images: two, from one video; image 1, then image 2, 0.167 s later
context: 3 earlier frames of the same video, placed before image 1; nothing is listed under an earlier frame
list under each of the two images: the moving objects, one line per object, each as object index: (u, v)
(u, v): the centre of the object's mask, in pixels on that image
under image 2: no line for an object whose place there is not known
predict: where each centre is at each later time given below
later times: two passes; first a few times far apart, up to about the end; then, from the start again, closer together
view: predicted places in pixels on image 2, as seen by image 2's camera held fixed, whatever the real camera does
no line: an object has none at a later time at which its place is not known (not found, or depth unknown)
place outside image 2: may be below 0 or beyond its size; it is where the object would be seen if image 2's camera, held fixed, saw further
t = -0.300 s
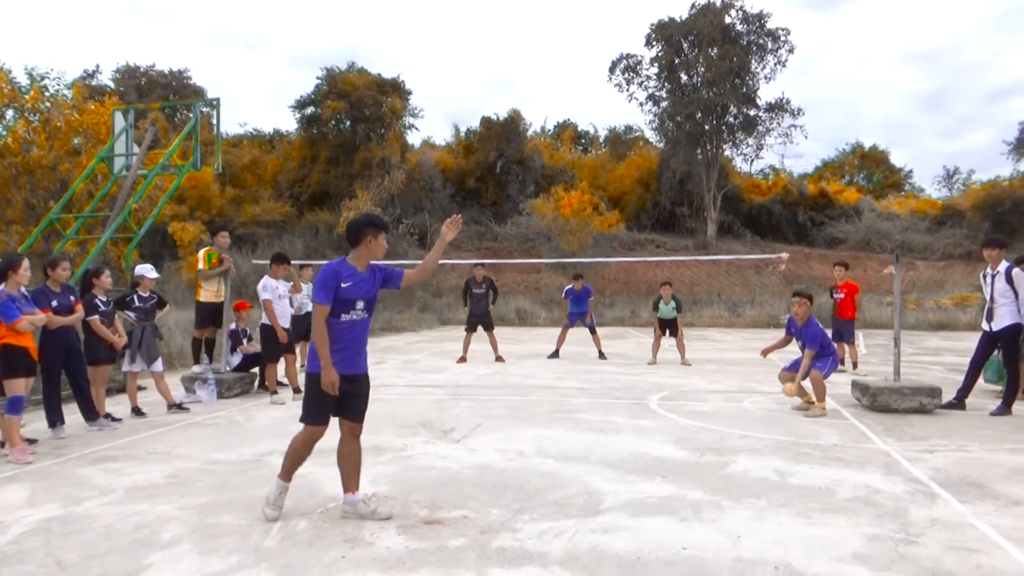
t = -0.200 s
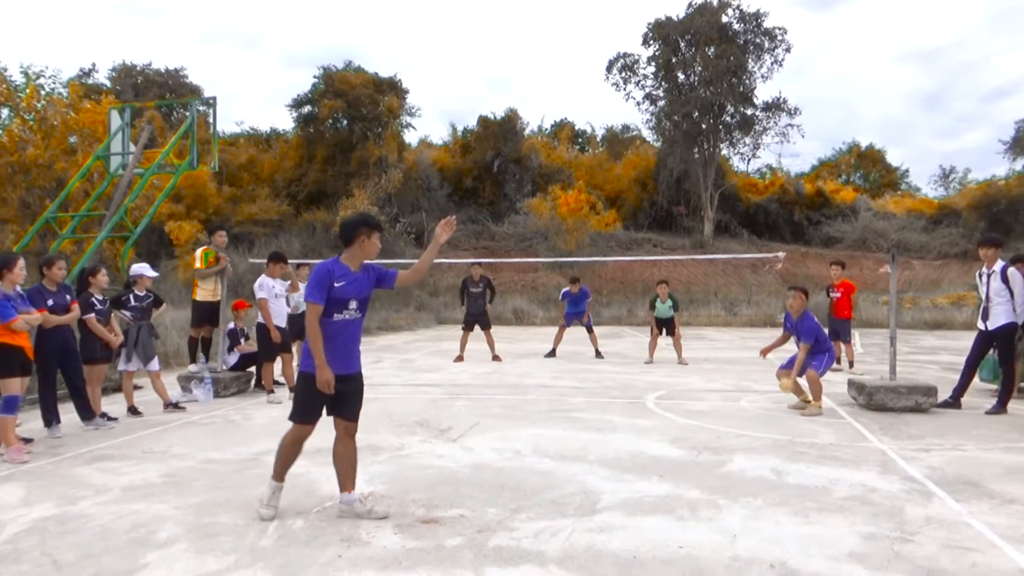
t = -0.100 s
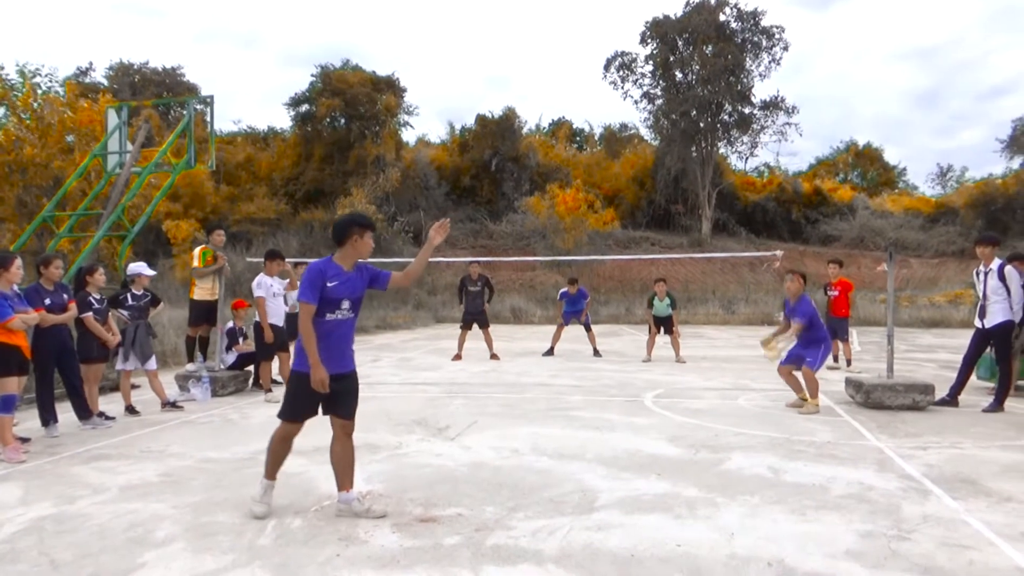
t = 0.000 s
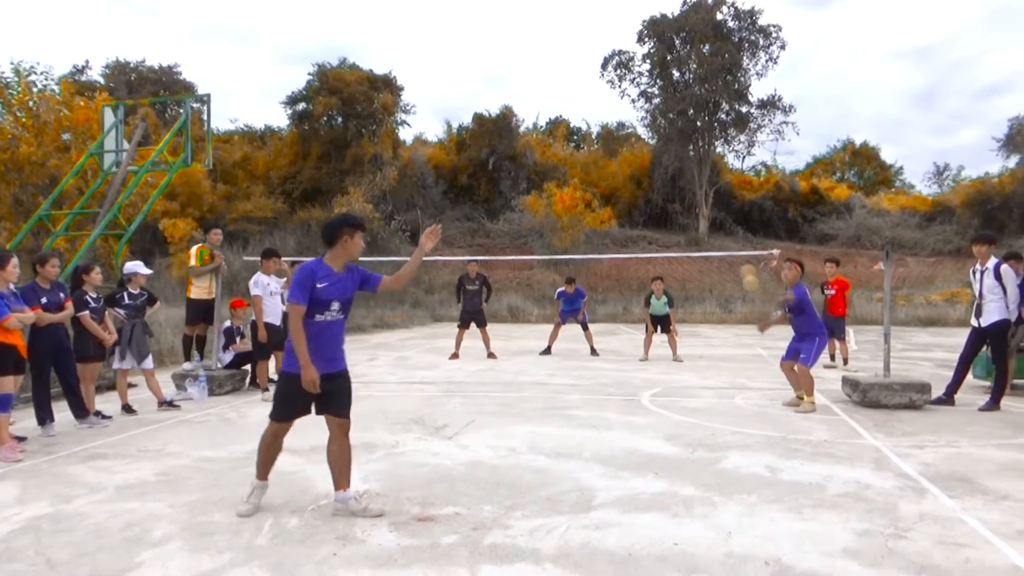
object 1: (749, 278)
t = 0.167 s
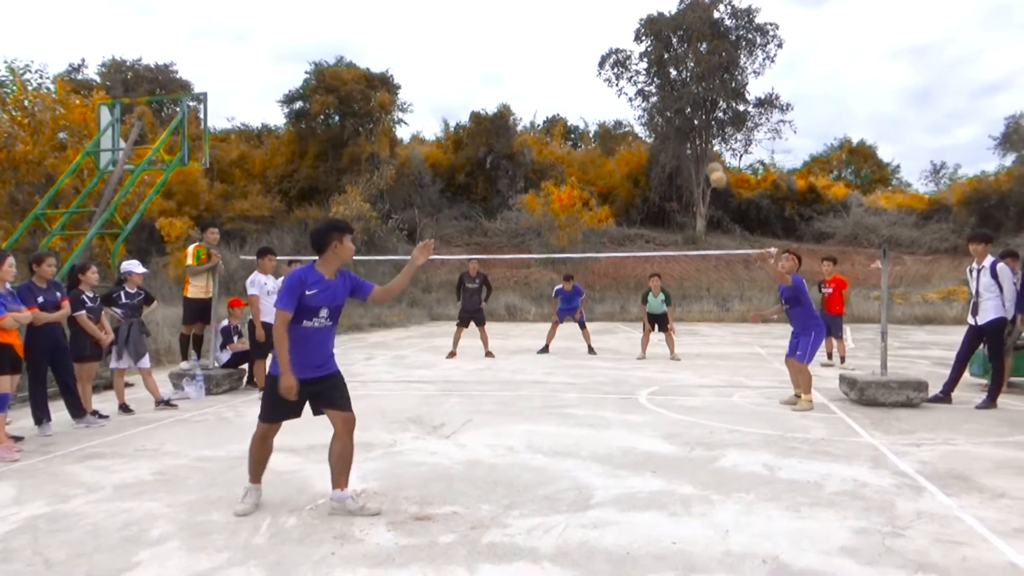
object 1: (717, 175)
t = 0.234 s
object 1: (703, 141)
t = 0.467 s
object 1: (651, 54)
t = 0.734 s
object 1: (575, 33)
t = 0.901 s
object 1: (517, 76)
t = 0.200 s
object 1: (710, 158)
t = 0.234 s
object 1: (703, 141)
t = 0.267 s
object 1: (696, 125)
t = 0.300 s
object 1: (689, 111)
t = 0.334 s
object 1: (681, 97)
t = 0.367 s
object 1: (674, 85)
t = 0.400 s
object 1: (666, 73)
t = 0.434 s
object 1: (659, 64)
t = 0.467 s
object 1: (651, 54)
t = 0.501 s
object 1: (642, 46)
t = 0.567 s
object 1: (624, 35)
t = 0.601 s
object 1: (614, 32)
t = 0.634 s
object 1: (605, 29)
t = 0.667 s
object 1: (595, 29)
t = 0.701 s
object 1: (585, 30)
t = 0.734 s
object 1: (575, 33)
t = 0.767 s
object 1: (564, 37)
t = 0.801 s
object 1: (553, 44)
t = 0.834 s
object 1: (541, 53)
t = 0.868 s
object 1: (530, 63)
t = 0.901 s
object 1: (517, 76)
